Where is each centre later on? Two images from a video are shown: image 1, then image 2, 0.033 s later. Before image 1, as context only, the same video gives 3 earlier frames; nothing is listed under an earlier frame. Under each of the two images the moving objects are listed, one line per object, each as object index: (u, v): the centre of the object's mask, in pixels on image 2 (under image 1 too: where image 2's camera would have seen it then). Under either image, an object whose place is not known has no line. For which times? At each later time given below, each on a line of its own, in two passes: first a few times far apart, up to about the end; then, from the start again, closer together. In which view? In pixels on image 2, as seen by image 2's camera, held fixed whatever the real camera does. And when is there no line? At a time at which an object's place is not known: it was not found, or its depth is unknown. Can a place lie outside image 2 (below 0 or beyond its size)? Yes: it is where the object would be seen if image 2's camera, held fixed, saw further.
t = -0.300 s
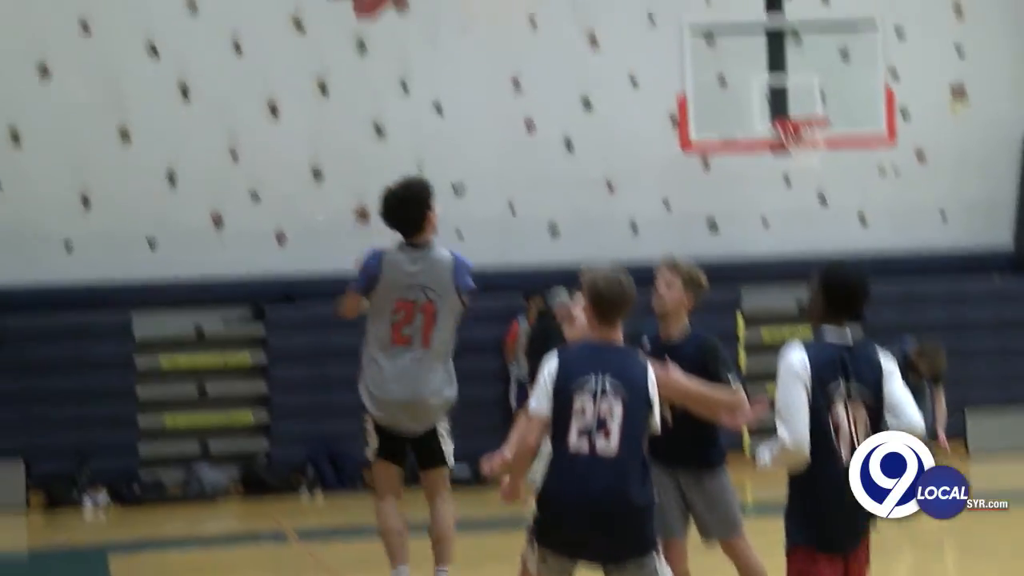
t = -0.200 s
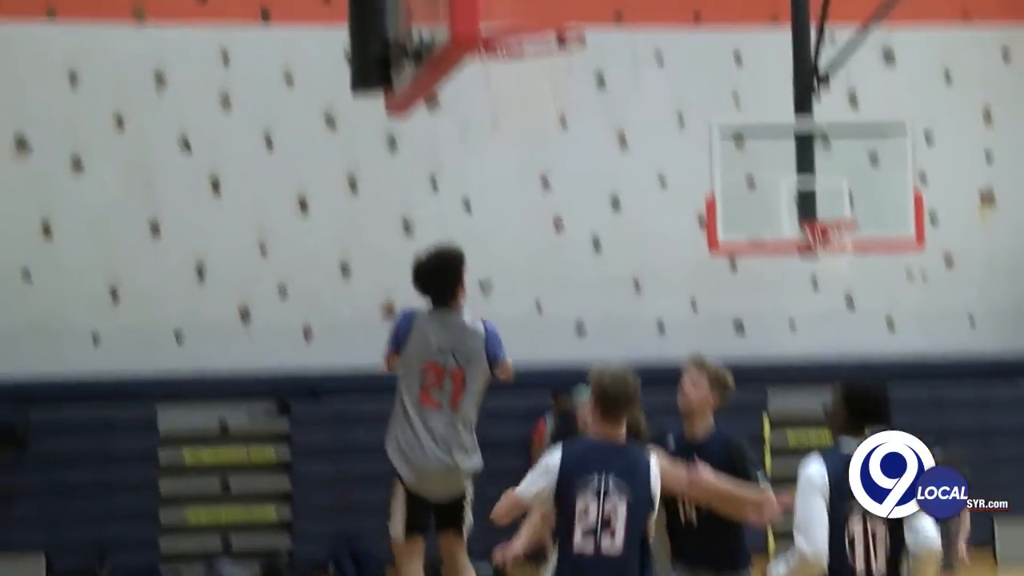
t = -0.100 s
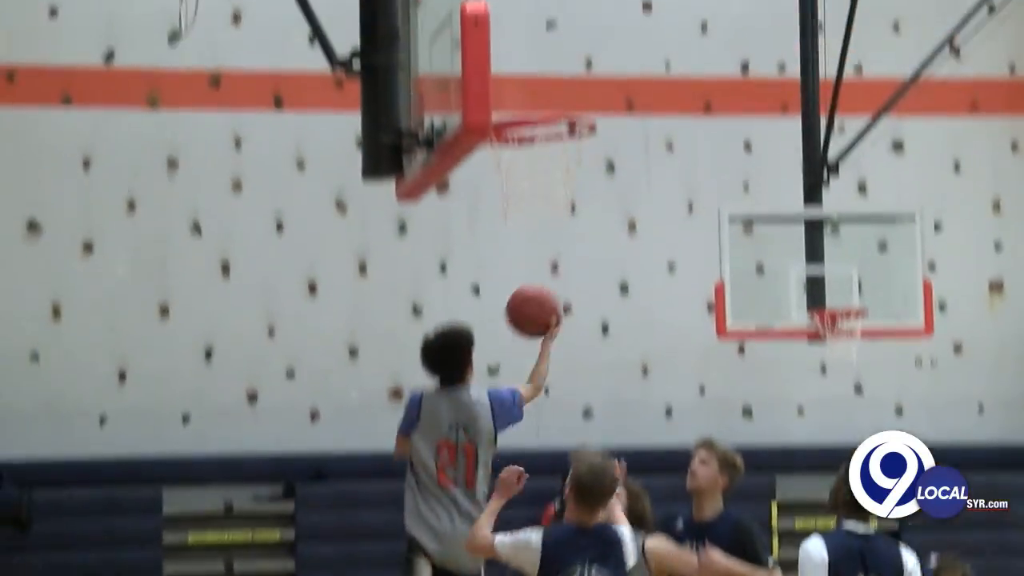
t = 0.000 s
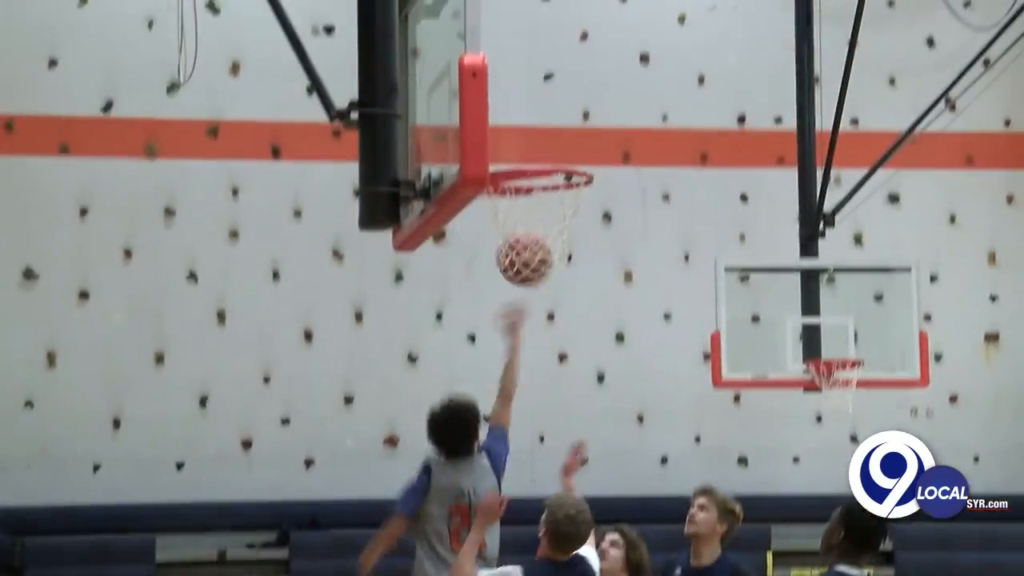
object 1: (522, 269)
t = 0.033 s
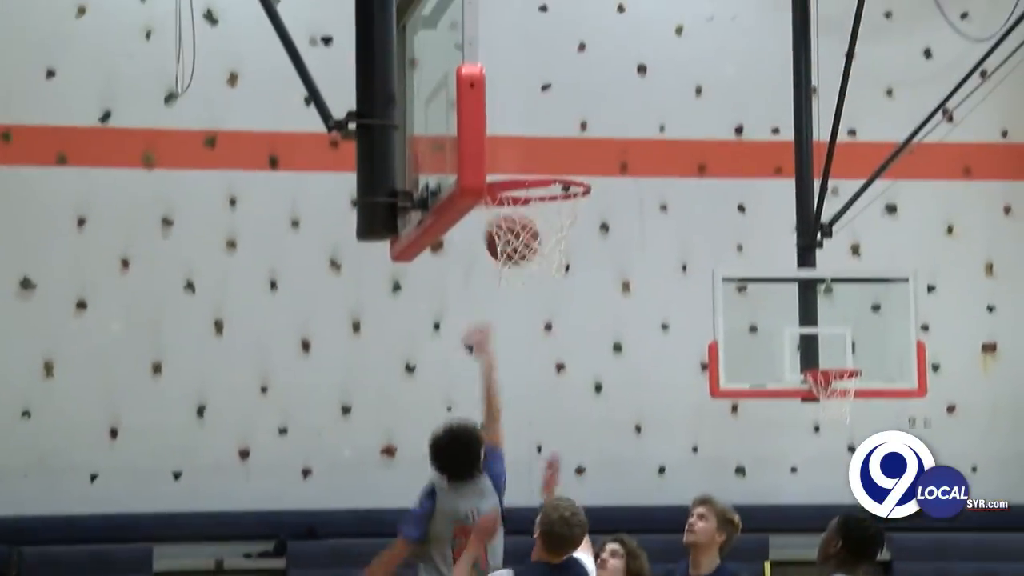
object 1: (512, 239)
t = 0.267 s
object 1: (489, 105)
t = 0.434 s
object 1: (526, 135)
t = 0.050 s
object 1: (507, 226)
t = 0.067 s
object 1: (503, 217)
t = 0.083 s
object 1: (501, 208)
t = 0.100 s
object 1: (499, 169)
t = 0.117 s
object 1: (499, 164)
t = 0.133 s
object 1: (497, 160)
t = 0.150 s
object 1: (495, 152)
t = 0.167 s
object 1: (492, 142)
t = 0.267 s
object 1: (489, 105)
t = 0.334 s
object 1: (500, 108)
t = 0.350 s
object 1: (503, 111)
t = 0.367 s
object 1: (506, 114)
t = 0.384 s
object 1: (509, 119)
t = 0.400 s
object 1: (514, 123)
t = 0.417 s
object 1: (520, 128)
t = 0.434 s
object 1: (526, 135)
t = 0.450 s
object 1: (532, 142)
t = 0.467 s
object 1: (538, 148)
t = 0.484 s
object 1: (545, 155)
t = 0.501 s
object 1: (551, 160)
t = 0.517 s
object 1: (559, 174)
